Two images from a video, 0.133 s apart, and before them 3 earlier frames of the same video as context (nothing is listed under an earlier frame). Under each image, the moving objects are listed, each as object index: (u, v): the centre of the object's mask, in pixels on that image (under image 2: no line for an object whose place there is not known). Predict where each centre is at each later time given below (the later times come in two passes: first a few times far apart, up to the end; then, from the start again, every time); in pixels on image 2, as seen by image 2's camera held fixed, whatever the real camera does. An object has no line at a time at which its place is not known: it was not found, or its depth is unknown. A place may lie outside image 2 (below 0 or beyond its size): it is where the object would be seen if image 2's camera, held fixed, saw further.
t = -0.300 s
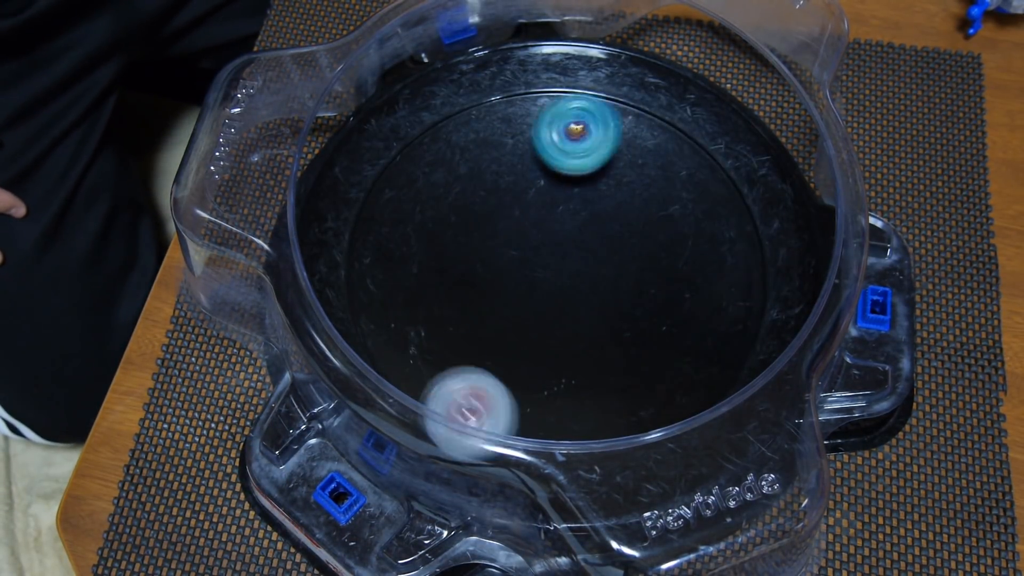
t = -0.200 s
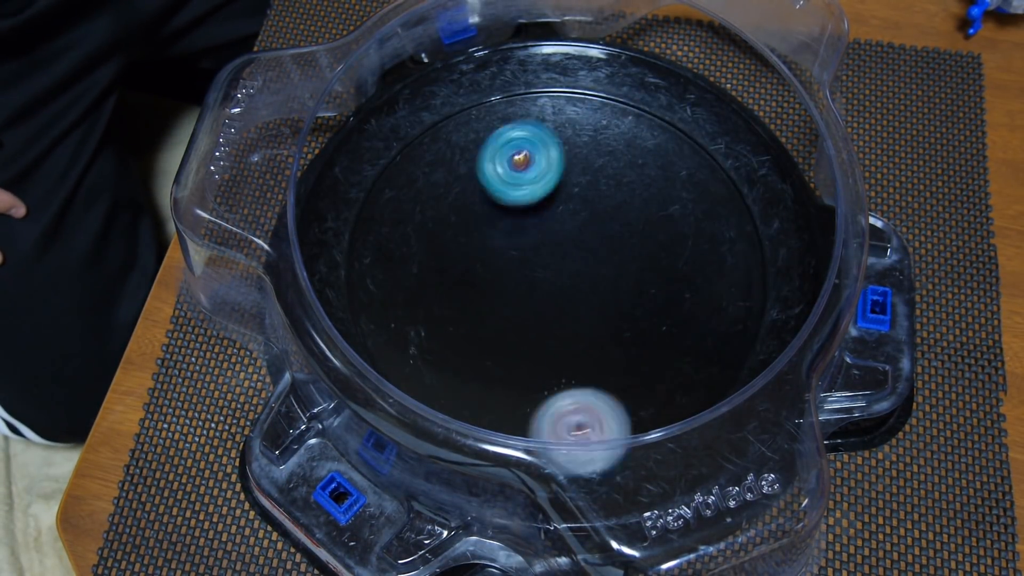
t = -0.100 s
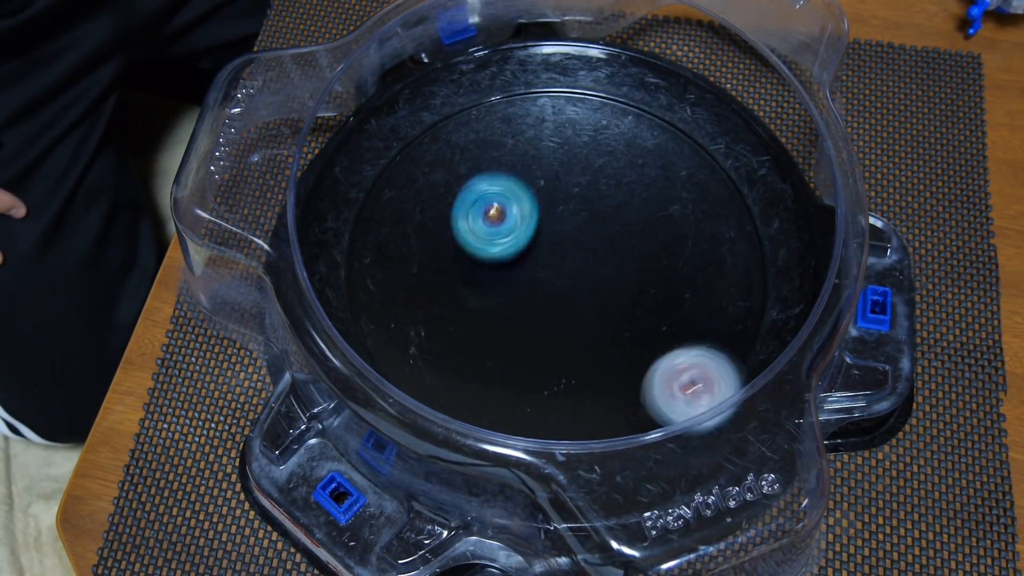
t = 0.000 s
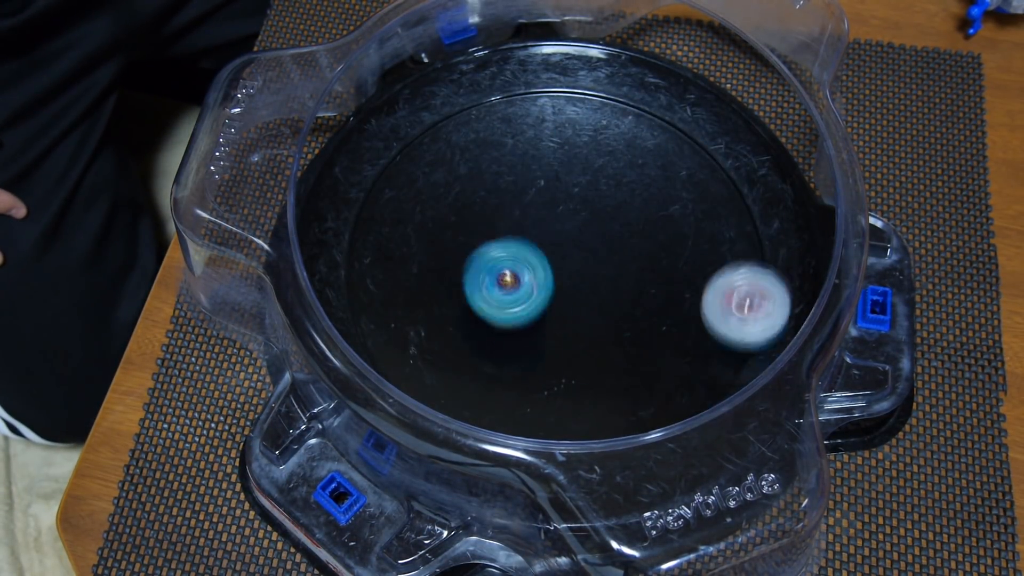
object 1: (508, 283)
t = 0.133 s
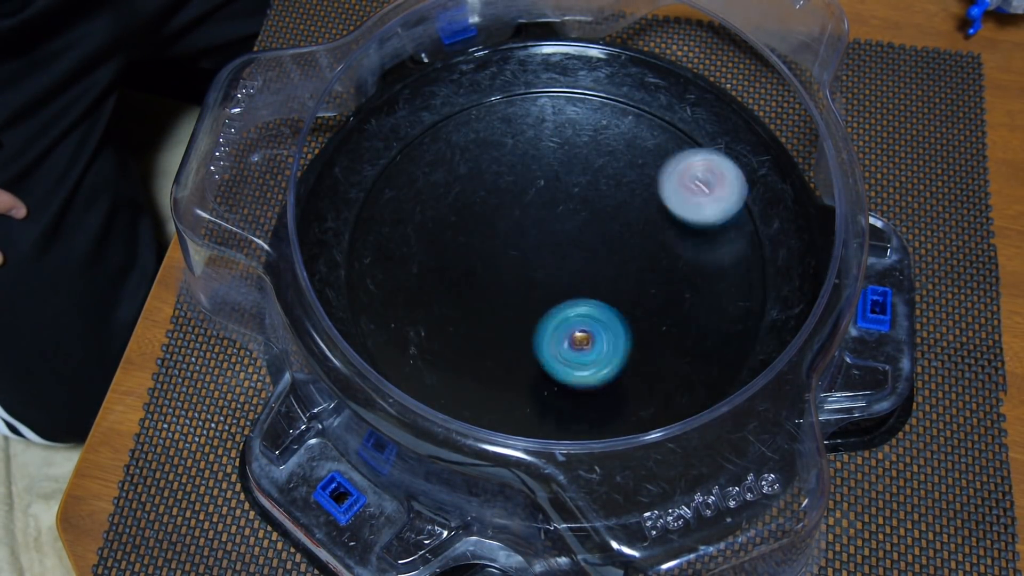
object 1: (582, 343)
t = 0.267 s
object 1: (663, 334)
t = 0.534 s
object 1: (660, 234)
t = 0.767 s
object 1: (531, 210)
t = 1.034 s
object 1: (482, 304)
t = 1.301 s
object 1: (578, 325)
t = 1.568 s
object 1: (600, 209)
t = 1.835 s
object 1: (585, 188)
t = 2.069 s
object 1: (505, 242)
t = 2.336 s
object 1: (656, 241)
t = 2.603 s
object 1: (529, 223)
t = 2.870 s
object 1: (537, 220)
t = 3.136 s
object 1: (529, 256)
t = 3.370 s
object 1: (571, 252)
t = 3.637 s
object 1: (553, 215)
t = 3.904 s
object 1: (482, 231)
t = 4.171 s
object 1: (495, 317)
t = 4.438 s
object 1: (563, 351)
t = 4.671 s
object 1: (595, 322)
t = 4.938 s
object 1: (551, 277)
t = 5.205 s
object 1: (491, 316)
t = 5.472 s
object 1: (502, 298)
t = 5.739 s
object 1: (514, 327)
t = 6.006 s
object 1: (540, 321)
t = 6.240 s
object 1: (547, 278)
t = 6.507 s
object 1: (507, 232)
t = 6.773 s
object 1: (494, 209)
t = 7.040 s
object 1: (519, 215)
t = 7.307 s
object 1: (563, 205)
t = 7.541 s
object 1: (602, 205)
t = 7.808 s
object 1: (633, 221)
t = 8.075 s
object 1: (638, 248)
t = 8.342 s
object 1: (620, 263)
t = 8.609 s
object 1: (594, 233)
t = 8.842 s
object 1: (592, 242)
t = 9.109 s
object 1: (573, 275)
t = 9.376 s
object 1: (532, 275)
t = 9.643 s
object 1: (535, 269)
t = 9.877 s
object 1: (536, 280)
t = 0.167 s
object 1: (605, 347)
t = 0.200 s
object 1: (627, 347)
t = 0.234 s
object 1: (647, 343)
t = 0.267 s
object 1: (663, 334)
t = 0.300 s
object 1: (673, 325)
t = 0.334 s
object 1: (681, 314)
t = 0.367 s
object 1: (685, 303)
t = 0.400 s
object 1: (687, 290)
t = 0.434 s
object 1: (685, 276)
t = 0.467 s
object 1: (681, 262)
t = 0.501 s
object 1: (672, 247)
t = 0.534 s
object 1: (660, 234)
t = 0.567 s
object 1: (643, 222)
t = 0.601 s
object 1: (625, 214)
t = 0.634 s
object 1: (604, 207)
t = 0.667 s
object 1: (584, 204)
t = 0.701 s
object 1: (565, 203)
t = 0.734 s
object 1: (547, 206)
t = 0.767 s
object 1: (531, 210)
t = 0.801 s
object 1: (516, 219)
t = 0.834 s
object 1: (503, 229)
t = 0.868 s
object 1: (491, 243)
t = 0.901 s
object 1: (484, 257)
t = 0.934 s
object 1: (479, 270)
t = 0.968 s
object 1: (478, 282)
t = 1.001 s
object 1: (478, 294)
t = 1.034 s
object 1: (482, 304)
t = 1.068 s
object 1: (488, 314)
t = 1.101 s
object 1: (496, 321)
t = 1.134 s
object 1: (506, 329)
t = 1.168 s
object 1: (518, 335)
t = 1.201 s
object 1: (532, 338)
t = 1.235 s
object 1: (547, 338)
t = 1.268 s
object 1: (563, 333)
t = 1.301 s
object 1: (578, 325)
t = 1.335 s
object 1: (590, 313)
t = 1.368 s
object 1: (601, 299)
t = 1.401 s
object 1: (608, 282)
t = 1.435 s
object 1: (612, 265)
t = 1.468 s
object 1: (612, 250)
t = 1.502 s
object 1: (611, 234)
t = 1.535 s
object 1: (607, 221)
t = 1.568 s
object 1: (600, 209)
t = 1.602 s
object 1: (594, 201)
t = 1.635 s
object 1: (583, 195)
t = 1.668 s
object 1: (573, 192)
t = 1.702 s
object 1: (561, 191)
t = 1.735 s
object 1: (529, 188)
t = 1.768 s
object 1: (524, 278)
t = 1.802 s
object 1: (650, 252)
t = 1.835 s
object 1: (585, 188)
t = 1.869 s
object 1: (527, 305)
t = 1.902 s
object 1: (632, 314)
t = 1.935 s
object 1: (555, 208)
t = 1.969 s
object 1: (475, 265)
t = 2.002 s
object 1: (596, 288)
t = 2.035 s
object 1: (587, 181)
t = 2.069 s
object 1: (505, 242)
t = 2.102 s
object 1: (616, 306)
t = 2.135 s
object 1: (633, 221)
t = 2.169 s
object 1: (499, 254)
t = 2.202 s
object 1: (560, 332)
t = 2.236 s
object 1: (608, 221)
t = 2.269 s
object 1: (496, 197)
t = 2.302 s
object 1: (551, 303)
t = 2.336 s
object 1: (656, 241)
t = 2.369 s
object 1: (551, 198)
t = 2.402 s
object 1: (510, 307)
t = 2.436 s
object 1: (614, 307)
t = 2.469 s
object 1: (579, 200)
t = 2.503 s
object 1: (487, 228)
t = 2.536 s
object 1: (579, 302)
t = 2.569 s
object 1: (640, 225)
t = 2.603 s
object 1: (529, 223)
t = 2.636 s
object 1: (544, 322)
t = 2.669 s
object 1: (619, 256)
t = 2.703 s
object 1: (525, 199)
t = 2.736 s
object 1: (523, 287)
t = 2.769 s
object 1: (633, 260)
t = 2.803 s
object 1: (561, 207)
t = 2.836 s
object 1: (548, 212)
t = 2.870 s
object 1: (537, 220)
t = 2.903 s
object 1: (529, 229)
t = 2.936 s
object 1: (523, 237)
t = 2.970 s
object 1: (517, 246)
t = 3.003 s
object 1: (517, 250)
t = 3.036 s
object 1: (519, 250)
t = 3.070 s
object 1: (520, 252)
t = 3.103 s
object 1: (524, 255)
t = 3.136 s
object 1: (529, 256)
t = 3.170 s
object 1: (535, 257)
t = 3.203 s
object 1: (540, 257)
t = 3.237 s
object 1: (546, 258)
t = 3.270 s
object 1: (552, 258)
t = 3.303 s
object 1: (560, 256)
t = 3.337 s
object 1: (566, 254)
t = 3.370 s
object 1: (571, 252)
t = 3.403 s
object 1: (576, 250)
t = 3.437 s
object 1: (582, 248)
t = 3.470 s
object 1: (587, 243)
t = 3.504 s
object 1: (590, 239)
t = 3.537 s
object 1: (587, 233)
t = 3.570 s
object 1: (578, 226)
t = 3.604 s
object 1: (565, 220)
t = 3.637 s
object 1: (553, 215)
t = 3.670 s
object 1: (541, 213)
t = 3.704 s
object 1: (531, 211)
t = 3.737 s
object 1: (521, 211)
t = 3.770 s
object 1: (511, 211)
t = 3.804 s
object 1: (501, 214)
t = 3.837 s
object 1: (493, 218)
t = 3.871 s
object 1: (487, 224)
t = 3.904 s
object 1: (482, 231)
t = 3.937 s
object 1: (481, 240)
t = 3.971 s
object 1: (482, 249)
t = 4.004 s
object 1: (487, 260)
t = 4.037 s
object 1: (490, 267)
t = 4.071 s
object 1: (487, 283)
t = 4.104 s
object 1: (487, 297)
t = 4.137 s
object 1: (490, 310)
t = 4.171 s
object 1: (495, 317)
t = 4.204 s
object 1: (500, 326)
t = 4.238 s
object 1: (507, 334)
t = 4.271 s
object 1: (516, 341)
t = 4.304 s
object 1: (525, 344)
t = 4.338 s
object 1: (536, 348)
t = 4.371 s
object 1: (548, 348)
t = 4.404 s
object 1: (560, 347)
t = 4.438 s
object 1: (563, 351)
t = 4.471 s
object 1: (568, 352)
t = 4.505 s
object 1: (574, 354)
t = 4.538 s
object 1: (581, 351)
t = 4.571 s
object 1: (585, 346)
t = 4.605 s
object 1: (589, 341)
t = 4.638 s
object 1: (594, 332)
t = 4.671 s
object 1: (595, 322)
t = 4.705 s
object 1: (595, 311)
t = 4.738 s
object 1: (596, 300)
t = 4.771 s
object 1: (594, 287)
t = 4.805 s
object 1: (591, 276)
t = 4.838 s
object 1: (588, 266)
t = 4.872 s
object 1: (584, 254)
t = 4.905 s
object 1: (567, 265)
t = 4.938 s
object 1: (551, 277)
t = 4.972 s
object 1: (536, 287)
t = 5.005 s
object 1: (523, 296)
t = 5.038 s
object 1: (516, 300)
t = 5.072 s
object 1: (508, 305)
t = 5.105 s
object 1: (503, 310)
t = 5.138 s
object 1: (499, 311)
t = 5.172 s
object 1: (494, 313)
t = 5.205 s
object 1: (491, 316)
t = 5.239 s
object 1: (488, 316)
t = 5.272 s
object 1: (486, 316)
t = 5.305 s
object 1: (487, 315)
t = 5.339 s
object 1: (489, 312)
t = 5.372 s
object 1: (490, 309)
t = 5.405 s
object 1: (496, 305)
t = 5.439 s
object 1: (500, 299)
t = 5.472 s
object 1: (502, 298)
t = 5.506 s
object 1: (498, 306)
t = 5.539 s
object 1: (494, 313)
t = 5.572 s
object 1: (495, 317)
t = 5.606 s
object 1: (495, 321)
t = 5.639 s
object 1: (497, 327)
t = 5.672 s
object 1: (502, 327)
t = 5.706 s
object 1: (505, 328)
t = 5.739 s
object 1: (514, 327)
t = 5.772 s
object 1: (520, 323)
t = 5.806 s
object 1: (528, 321)
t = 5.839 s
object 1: (529, 323)
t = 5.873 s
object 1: (529, 327)
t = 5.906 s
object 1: (533, 327)
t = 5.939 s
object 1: (533, 326)
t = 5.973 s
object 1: (537, 325)
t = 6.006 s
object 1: (540, 321)
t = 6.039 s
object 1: (545, 318)
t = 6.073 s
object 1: (548, 311)
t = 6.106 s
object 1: (551, 306)
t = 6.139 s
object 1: (550, 299)
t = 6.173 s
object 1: (548, 294)
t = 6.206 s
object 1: (549, 286)
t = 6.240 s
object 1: (547, 278)
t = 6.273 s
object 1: (547, 271)
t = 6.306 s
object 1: (546, 263)
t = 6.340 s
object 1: (546, 257)
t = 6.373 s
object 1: (542, 249)
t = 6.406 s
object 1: (530, 245)
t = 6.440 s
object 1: (517, 239)
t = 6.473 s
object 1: (512, 236)
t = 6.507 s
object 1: (507, 232)
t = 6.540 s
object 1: (504, 230)
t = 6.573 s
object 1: (499, 226)
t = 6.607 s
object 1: (497, 223)
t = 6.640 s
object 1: (494, 218)
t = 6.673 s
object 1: (493, 215)
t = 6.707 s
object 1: (492, 211)
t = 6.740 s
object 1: (493, 210)
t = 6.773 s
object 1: (494, 209)
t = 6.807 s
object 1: (498, 209)
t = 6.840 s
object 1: (501, 210)
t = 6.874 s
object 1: (507, 212)
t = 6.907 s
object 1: (508, 212)
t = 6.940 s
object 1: (510, 211)
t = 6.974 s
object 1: (512, 211)
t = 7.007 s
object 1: (517, 214)
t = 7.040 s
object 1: (519, 215)
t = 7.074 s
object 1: (526, 218)
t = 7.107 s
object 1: (531, 220)
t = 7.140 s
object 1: (538, 217)
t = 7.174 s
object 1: (542, 213)
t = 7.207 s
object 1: (548, 209)
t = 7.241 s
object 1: (552, 207)
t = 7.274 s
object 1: (557, 205)
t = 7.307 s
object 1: (563, 205)
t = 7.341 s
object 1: (568, 203)
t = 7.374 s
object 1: (573, 204)
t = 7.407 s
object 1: (578, 204)
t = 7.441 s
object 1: (584, 206)
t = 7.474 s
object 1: (591, 206)
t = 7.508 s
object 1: (598, 205)
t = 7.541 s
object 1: (602, 205)
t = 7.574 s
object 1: (605, 205)
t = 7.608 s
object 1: (609, 207)
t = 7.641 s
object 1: (613, 208)
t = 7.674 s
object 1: (616, 213)
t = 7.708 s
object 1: (617, 215)
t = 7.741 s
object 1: (619, 219)
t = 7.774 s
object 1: (629, 222)
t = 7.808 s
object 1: (633, 221)
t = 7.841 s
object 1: (638, 223)
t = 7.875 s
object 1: (640, 224)
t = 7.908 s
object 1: (643, 226)
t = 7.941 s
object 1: (644, 229)
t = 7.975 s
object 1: (644, 234)
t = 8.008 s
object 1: (644, 239)
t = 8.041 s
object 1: (642, 243)
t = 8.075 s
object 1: (638, 248)
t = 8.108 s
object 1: (633, 252)
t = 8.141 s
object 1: (628, 255)
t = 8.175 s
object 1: (621, 259)
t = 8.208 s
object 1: (615, 260)
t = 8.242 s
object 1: (615, 262)
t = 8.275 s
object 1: (620, 262)
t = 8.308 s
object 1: (621, 262)
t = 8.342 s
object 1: (620, 263)
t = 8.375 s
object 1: (615, 259)
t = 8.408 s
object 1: (609, 254)
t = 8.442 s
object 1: (604, 251)
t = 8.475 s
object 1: (600, 245)
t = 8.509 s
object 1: (598, 240)
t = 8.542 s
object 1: (597, 240)
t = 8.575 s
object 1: (596, 236)
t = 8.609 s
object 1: (594, 233)
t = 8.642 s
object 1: (593, 231)
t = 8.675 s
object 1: (595, 230)
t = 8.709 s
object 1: (597, 234)
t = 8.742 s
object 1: (596, 237)
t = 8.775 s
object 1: (594, 238)
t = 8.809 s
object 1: (592, 239)
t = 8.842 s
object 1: (592, 242)
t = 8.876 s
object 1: (592, 245)
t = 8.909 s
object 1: (592, 250)
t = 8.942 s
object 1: (593, 254)
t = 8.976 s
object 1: (591, 260)
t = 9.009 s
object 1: (588, 264)
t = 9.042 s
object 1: (584, 268)
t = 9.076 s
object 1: (579, 274)
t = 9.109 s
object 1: (573, 275)
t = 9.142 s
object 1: (566, 277)
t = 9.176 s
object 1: (561, 278)
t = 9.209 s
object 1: (554, 281)
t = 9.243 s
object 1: (549, 283)
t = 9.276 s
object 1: (543, 284)
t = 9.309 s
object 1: (539, 281)
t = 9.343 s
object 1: (536, 281)
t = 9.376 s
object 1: (532, 275)
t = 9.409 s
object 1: (530, 275)
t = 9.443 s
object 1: (529, 274)
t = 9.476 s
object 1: (531, 272)
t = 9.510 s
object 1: (532, 271)
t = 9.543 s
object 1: (532, 271)
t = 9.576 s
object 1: (532, 271)
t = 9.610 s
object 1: (533, 271)
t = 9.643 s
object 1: (535, 269)
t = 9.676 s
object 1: (536, 269)
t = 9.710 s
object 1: (539, 271)
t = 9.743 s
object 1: (538, 274)
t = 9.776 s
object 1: (534, 277)
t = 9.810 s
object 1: (533, 278)
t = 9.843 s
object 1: (534, 279)
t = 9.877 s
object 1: (536, 280)
